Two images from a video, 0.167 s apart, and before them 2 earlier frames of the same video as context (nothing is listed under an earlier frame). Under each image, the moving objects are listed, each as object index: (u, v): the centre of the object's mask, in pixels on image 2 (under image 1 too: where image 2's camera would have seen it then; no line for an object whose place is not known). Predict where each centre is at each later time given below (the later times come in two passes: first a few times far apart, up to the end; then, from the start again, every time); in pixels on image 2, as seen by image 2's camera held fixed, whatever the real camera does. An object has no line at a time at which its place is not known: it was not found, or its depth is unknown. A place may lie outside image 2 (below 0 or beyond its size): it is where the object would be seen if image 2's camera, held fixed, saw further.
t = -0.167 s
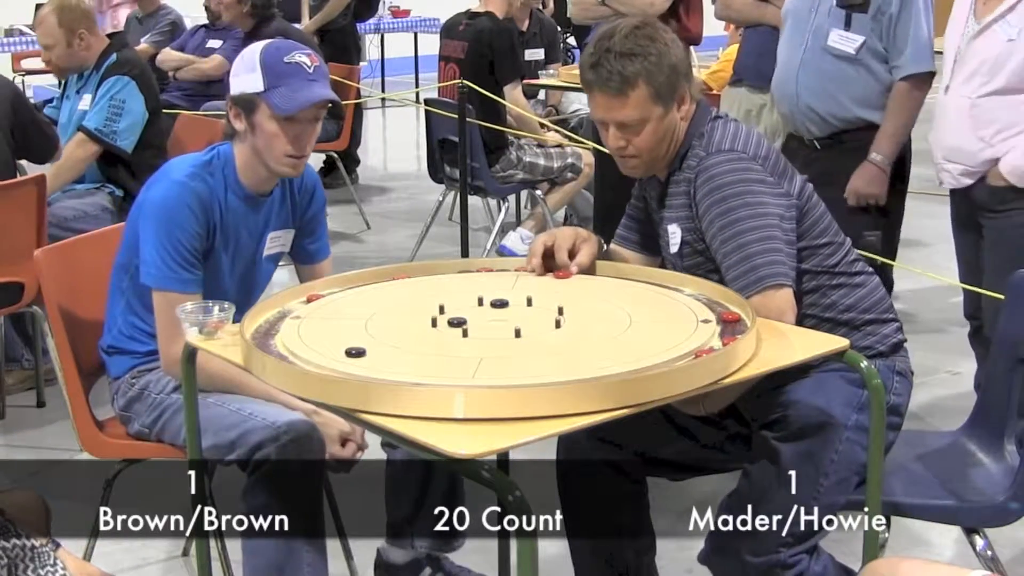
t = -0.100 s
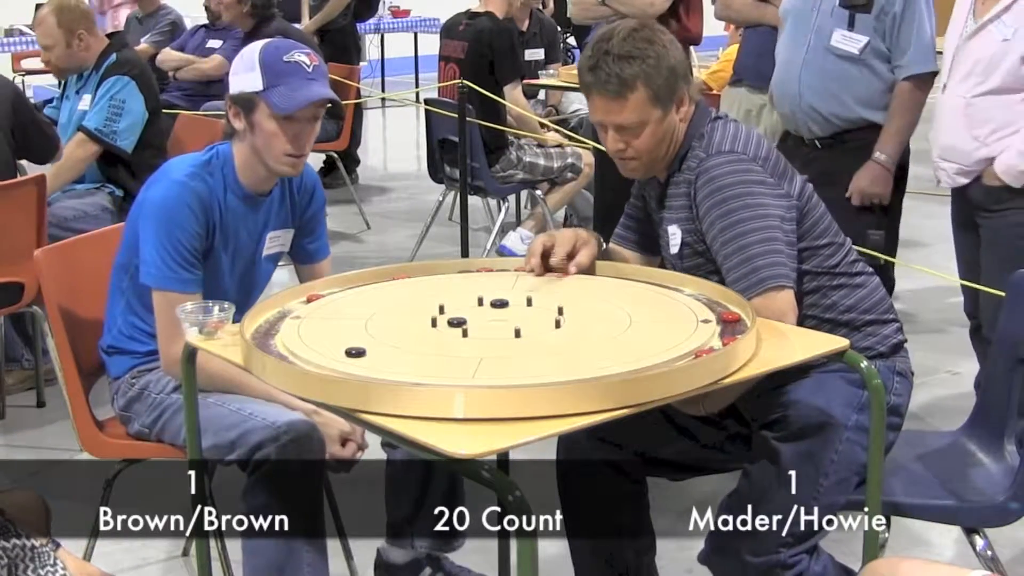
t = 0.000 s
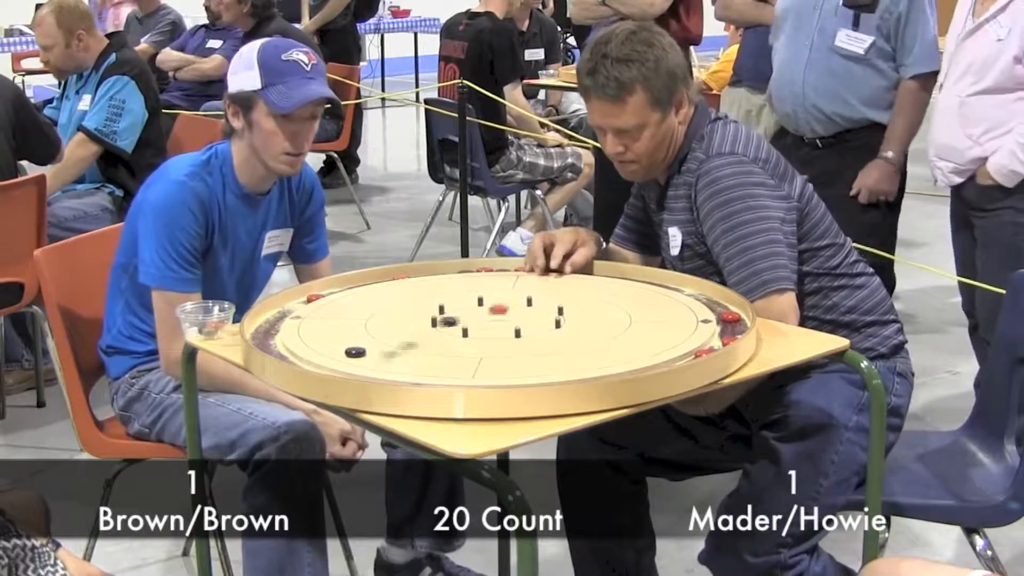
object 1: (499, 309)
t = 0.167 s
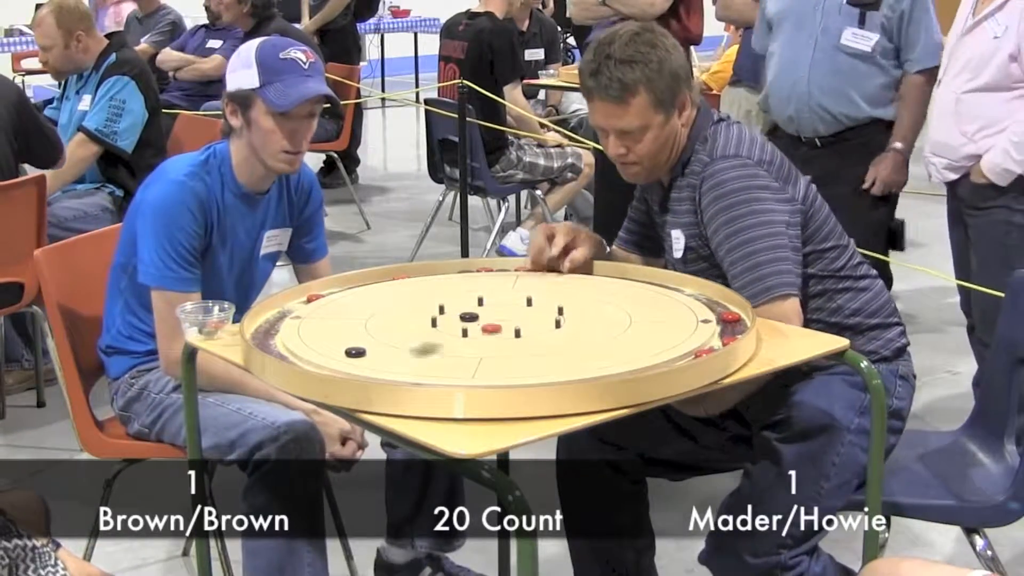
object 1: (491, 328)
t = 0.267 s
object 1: (497, 337)
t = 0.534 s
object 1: (505, 353)
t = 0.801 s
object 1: (505, 354)
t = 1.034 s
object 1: (506, 354)
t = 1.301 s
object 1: (506, 354)
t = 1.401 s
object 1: (506, 354)
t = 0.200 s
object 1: (493, 332)
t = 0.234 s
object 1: (495, 334)
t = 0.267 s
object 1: (497, 337)
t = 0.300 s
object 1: (499, 340)
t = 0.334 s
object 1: (500, 342)
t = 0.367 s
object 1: (501, 345)
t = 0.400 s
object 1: (502, 347)
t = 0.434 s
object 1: (503, 349)
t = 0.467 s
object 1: (504, 351)
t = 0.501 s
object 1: (504, 352)
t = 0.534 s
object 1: (505, 353)
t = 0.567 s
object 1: (505, 354)
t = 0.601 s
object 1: (505, 354)
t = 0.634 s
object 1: (505, 354)
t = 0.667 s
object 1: (505, 354)
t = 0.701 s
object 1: (505, 354)
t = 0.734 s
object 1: (506, 354)
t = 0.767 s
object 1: (505, 354)
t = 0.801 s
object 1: (505, 354)
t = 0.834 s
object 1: (505, 354)
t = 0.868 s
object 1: (506, 354)
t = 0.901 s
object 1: (506, 354)
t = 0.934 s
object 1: (505, 354)
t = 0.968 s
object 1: (505, 354)
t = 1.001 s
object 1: (506, 354)
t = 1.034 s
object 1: (506, 354)
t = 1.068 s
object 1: (506, 354)
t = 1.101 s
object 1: (506, 354)
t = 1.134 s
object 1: (506, 354)
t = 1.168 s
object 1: (506, 354)
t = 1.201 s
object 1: (506, 354)
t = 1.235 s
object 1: (506, 354)
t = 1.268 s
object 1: (505, 354)
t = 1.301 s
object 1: (506, 354)
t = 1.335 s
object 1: (506, 354)
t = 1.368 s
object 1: (506, 354)
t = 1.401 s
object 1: (506, 354)
